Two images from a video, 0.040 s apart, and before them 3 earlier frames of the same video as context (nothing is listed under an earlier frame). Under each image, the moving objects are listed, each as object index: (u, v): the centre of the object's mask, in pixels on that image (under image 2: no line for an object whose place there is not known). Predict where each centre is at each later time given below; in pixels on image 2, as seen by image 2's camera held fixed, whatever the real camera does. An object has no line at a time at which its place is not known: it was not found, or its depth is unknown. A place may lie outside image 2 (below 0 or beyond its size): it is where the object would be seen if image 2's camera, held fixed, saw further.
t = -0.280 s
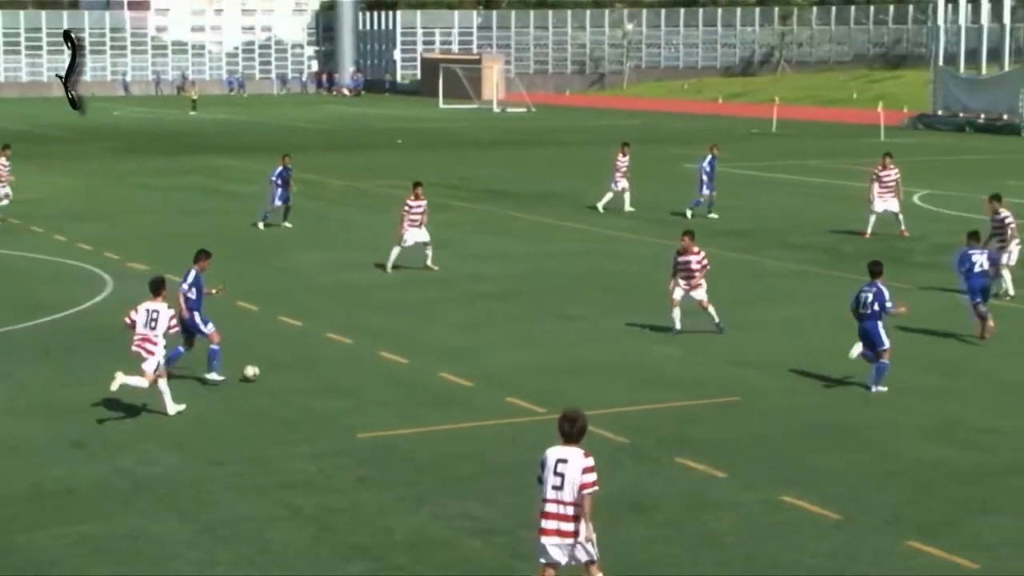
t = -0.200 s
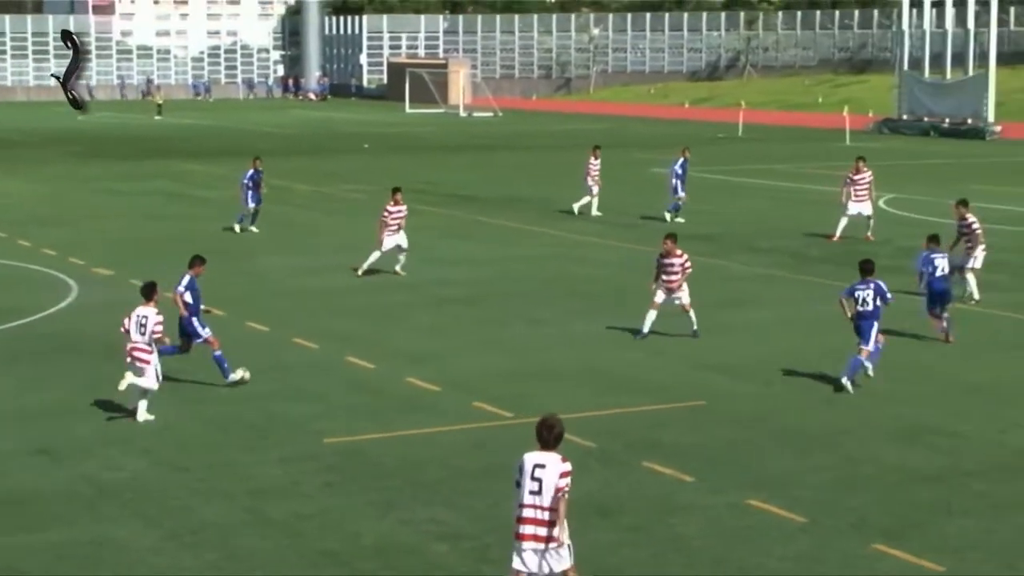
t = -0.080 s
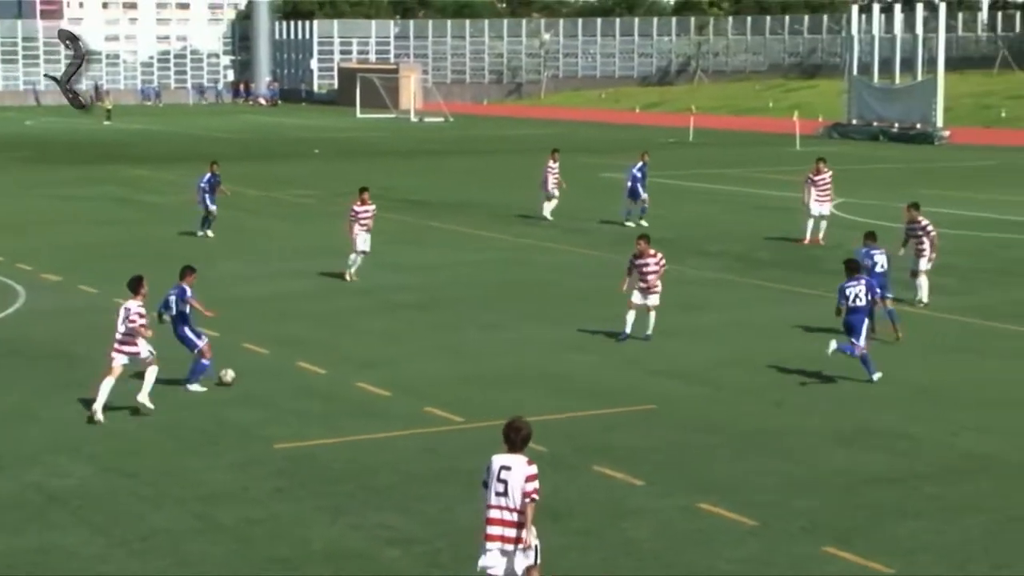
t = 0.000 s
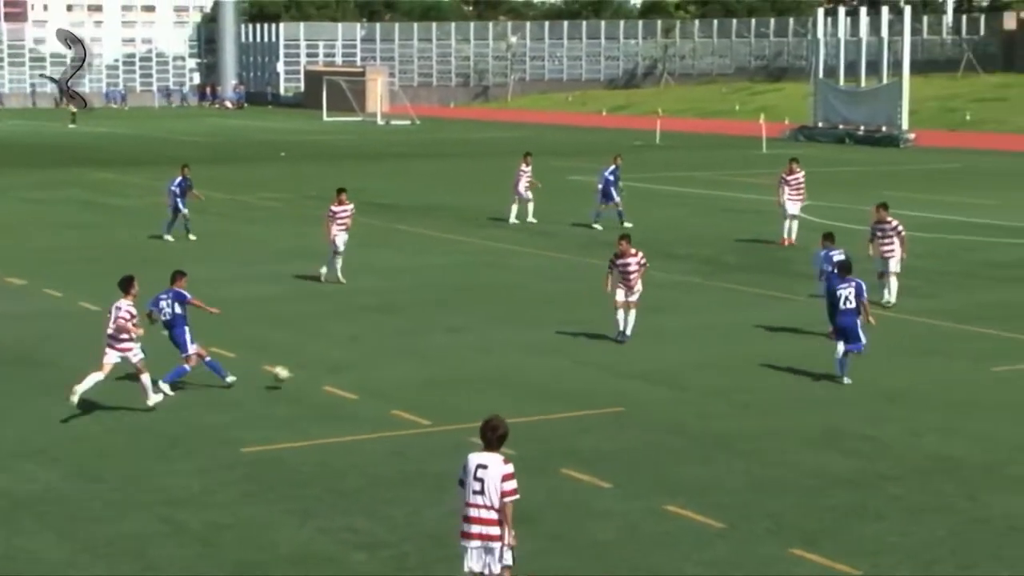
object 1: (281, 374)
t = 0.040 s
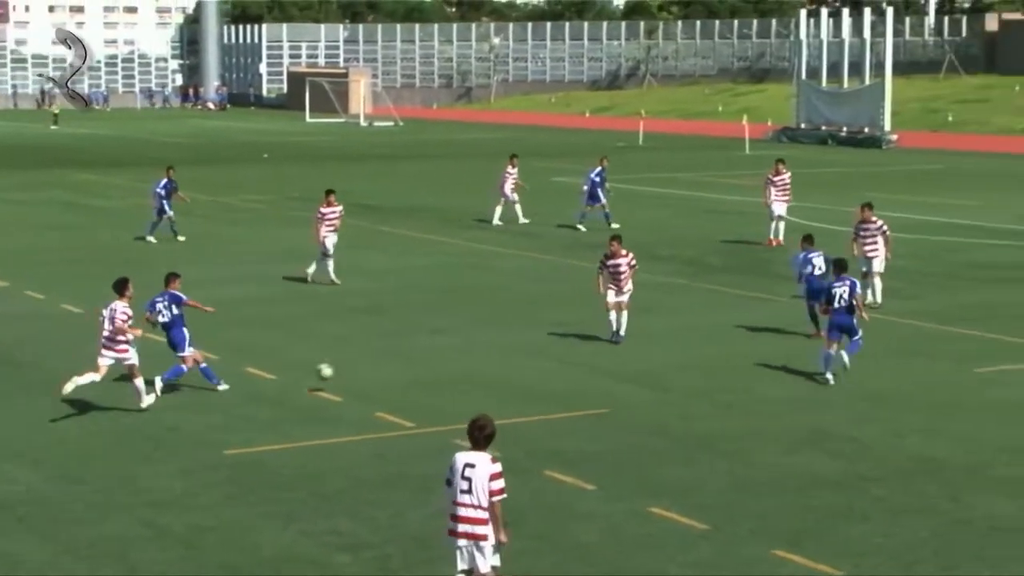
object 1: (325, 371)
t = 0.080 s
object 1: (386, 368)
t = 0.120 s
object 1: (448, 368)
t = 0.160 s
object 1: (509, 367)
